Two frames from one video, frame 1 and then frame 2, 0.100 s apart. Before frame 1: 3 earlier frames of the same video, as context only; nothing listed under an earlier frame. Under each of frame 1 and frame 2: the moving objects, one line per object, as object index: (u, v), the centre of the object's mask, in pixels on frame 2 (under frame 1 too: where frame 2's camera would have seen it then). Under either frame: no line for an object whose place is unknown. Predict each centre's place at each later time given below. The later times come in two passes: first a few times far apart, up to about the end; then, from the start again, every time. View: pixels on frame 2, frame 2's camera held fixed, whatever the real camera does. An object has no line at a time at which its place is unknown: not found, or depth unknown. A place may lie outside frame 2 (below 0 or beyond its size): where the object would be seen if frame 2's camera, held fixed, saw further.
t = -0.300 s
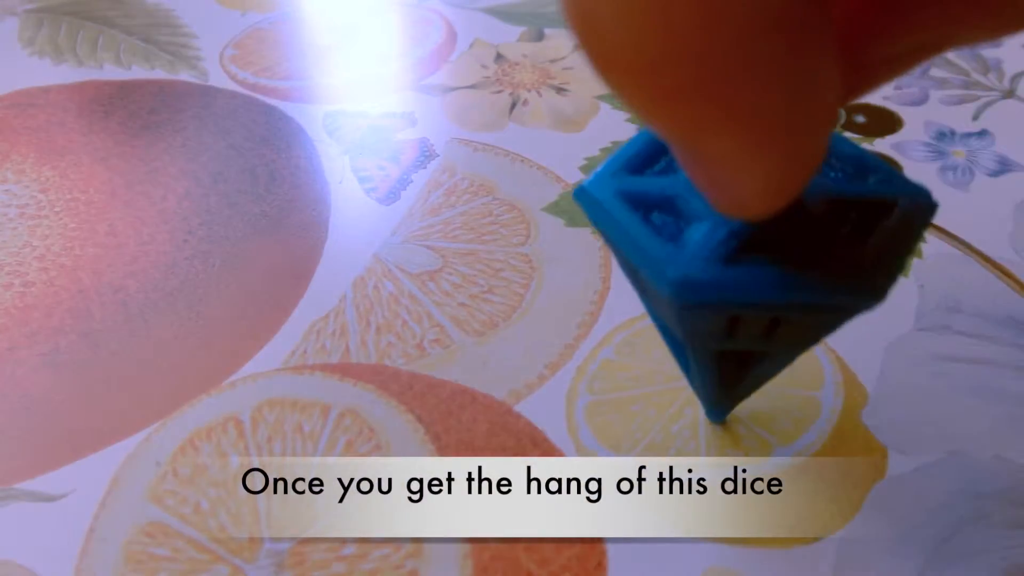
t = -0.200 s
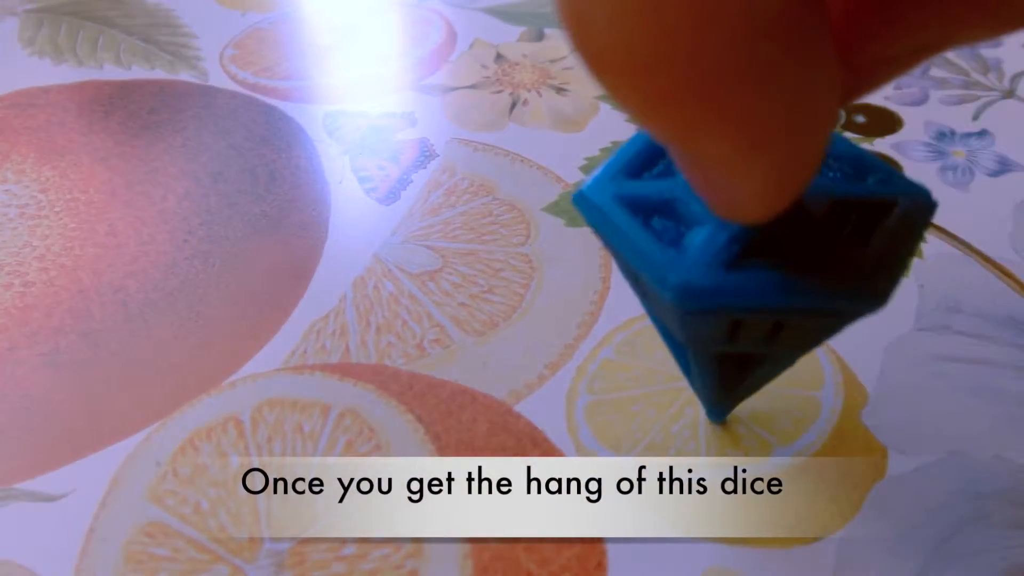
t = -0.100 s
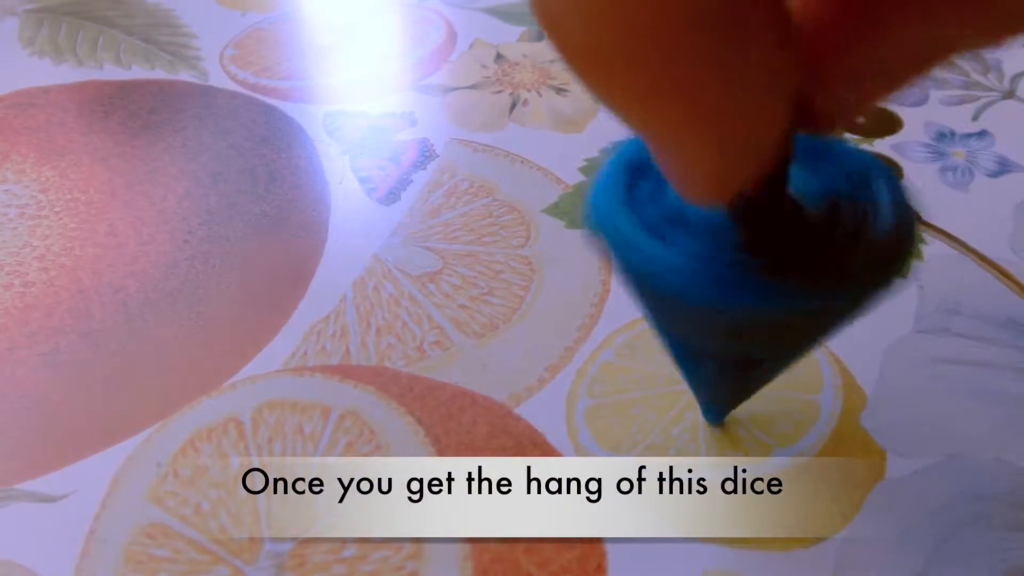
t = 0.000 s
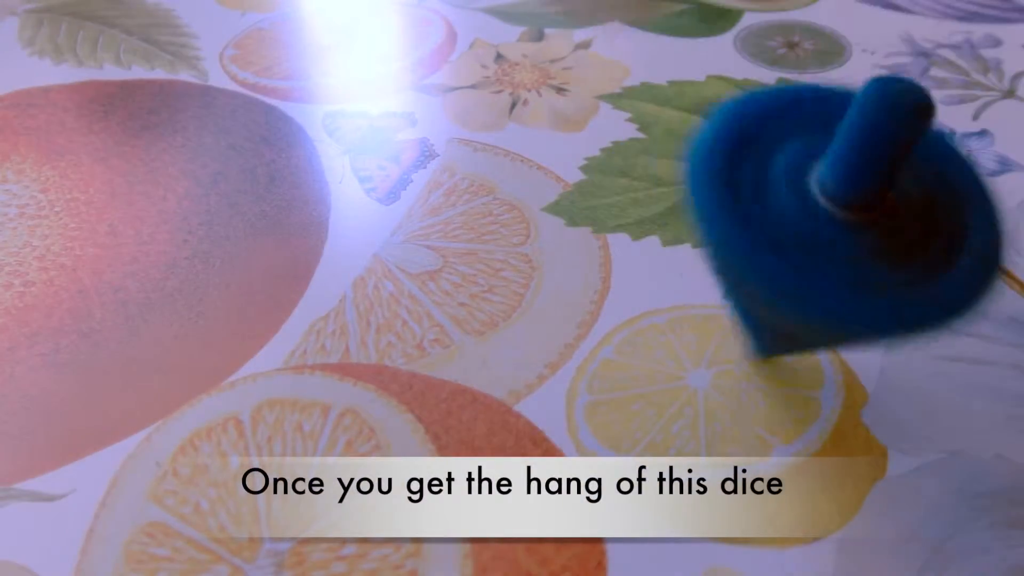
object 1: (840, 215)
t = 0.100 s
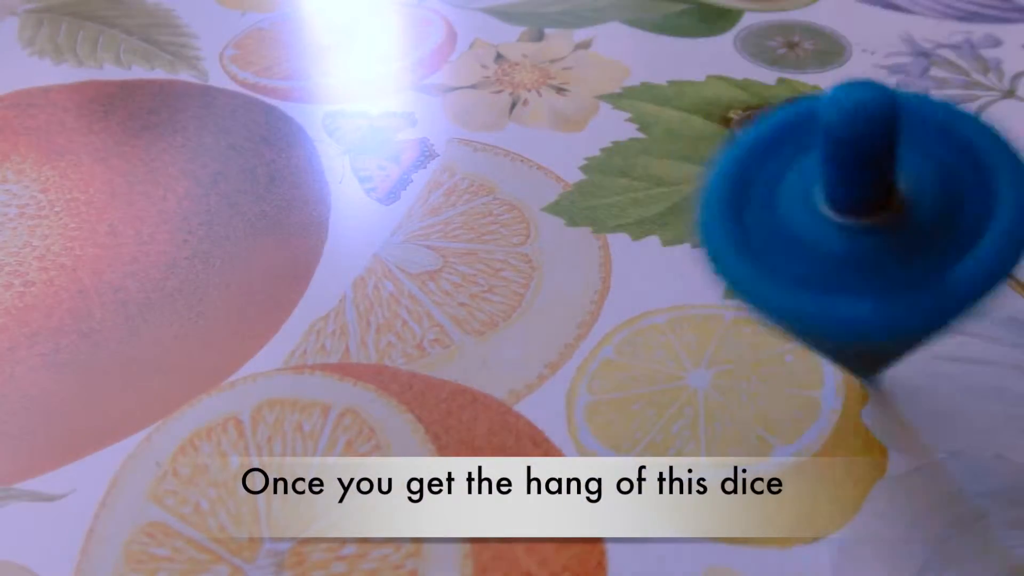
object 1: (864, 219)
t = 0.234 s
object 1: (872, 256)
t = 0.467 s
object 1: (818, 214)
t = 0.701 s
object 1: (845, 218)
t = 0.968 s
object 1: (783, 211)
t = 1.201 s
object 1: (790, 200)
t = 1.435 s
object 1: (757, 216)
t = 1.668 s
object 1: (740, 201)
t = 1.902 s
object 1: (714, 213)
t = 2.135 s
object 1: (694, 198)
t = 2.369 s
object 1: (670, 203)
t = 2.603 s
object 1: (640, 191)
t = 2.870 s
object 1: (629, 186)
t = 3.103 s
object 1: (599, 181)
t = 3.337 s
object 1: (584, 170)
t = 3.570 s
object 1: (562, 169)
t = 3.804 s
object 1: (539, 161)
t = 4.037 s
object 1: (527, 158)
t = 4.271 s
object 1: (507, 151)
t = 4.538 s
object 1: (492, 146)
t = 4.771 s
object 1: (477, 144)
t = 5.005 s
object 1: (548, 183)
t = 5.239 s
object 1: (473, 306)
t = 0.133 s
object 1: (869, 228)
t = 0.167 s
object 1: (873, 238)
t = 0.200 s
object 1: (874, 249)
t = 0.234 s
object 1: (872, 256)
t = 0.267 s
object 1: (866, 259)
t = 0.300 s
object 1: (858, 259)
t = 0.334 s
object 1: (848, 253)
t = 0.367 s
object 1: (836, 244)
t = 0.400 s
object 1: (826, 233)
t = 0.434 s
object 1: (819, 222)
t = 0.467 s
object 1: (818, 214)
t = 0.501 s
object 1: (820, 207)
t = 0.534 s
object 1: (825, 204)
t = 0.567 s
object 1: (831, 202)
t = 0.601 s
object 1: (837, 203)
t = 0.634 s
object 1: (842, 207)
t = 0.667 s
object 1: (844, 212)
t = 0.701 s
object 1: (845, 218)
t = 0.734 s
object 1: (842, 223)
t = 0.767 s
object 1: (833, 226)
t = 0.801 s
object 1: (824, 228)
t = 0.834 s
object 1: (815, 228)
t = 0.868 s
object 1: (807, 226)
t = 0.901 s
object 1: (798, 222)
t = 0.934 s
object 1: (789, 217)
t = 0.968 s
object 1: (783, 211)
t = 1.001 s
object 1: (781, 205)
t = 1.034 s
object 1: (782, 202)
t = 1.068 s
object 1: (784, 199)
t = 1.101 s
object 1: (786, 197)
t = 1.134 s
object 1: (787, 197)
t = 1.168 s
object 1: (788, 198)
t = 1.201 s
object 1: (790, 200)
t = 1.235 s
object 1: (793, 204)
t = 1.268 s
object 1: (793, 208)
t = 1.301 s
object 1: (788, 211)
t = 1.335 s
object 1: (779, 214)
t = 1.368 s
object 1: (770, 217)
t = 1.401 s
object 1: (763, 217)
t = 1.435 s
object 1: (757, 216)
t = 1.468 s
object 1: (753, 214)
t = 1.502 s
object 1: (750, 211)
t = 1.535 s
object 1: (749, 208)
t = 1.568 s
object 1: (747, 205)
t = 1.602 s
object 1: (745, 203)
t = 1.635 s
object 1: (742, 201)
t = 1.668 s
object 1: (740, 201)
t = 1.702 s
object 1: (741, 202)
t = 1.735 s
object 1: (742, 205)
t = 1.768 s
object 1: (743, 207)
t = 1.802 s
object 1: (739, 209)
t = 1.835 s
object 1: (729, 211)
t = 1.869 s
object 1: (721, 213)
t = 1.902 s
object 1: (714, 213)
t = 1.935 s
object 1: (708, 212)
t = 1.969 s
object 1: (706, 210)
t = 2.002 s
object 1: (705, 207)
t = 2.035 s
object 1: (703, 204)
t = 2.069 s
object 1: (701, 201)
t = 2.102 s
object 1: (698, 199)
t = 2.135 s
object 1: (694, 198)
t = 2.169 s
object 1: (692, 198)
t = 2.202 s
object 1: (692, 199)
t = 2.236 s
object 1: (693, 201)
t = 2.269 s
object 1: (692, 202)
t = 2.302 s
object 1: (688, 203)
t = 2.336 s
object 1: (680, 203)
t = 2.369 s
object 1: (670, 203)
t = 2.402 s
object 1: (663, 202)
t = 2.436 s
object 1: (659, 201)
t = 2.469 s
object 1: (656, 199)
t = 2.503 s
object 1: (653, 197)
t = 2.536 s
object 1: (648, 195)
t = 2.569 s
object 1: (643, 193)
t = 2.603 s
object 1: (640, 191)
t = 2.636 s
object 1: (640, 188)
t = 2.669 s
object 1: (641, 188)
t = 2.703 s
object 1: (641, 187)
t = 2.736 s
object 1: (638, 186)
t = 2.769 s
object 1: (634, 186)
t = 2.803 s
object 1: (632, 187)
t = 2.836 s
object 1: (631, 187)
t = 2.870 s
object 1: (629, 186)
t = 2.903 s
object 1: (625, 186)
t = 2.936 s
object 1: (618, 185)
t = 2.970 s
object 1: (612, 185)
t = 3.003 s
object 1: (608, 185)
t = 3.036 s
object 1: (605, 184)
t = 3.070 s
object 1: (602, 182)
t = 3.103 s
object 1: (599, 181)
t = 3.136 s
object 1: (594, 179)
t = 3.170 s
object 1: (590, 178)
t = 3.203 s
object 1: (588, 175)
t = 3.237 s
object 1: (589, 174)
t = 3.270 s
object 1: (589, 172)
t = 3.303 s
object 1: (588, 171)
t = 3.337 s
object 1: (584, 170)
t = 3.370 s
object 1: (580, 170)
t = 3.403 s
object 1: (577, 170)
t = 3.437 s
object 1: (576, 171)
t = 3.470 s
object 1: (575, 170)
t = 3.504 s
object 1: (572, 170)
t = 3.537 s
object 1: (568, 170)
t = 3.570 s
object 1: (562, 169)
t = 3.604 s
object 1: (558, 169)
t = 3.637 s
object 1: (556, 168)
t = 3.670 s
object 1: (553, 166)
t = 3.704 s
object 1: (550, 165)
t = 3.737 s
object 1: (546, 162)
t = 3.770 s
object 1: (542, 161)
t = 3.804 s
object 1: (539, 161)
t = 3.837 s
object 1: (539, 160)
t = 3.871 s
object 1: (539, 159)
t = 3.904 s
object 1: (539, 158)
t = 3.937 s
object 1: (538, 157)
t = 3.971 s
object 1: (534, 156)
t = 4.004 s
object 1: (530, 157)
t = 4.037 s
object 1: (527, 158)
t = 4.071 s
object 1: (525, 158)
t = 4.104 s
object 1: (523, 157)
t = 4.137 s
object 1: (522, 156)
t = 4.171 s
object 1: (519, 154)
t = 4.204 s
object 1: (514, 153)
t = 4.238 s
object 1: (510, 152)
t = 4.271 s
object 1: (507, 151)
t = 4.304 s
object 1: (505, 151)
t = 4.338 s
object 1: (504, 150)
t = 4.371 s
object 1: (504, 148)
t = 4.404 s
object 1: (501, 147)
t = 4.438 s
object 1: (499, 146)
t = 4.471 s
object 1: (495, 146)
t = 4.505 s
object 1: (493, 147)
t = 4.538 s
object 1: (492, 146)
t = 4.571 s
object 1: (491, 145)
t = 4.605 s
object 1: (492, 143)
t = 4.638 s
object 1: (492, 141)
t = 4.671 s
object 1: (491, 139)
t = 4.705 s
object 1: (488, 139)
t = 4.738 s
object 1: (482, 141)
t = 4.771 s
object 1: (477, 144)
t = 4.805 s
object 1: (471, 147)
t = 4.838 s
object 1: (467, 149)
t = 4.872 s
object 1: (466, 148)
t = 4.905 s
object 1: (471, 148)
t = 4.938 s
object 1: (489, 144)
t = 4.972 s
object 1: (521, 149)
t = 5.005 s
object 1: (548, 183)
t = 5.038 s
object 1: (528, 240)
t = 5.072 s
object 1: (503, 254)
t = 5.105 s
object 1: (498, 264)
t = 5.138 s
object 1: (493, 270)
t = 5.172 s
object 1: (496, 281)
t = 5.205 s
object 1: (487, 294)
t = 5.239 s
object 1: (473, 306)
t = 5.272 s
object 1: (456, 307)
